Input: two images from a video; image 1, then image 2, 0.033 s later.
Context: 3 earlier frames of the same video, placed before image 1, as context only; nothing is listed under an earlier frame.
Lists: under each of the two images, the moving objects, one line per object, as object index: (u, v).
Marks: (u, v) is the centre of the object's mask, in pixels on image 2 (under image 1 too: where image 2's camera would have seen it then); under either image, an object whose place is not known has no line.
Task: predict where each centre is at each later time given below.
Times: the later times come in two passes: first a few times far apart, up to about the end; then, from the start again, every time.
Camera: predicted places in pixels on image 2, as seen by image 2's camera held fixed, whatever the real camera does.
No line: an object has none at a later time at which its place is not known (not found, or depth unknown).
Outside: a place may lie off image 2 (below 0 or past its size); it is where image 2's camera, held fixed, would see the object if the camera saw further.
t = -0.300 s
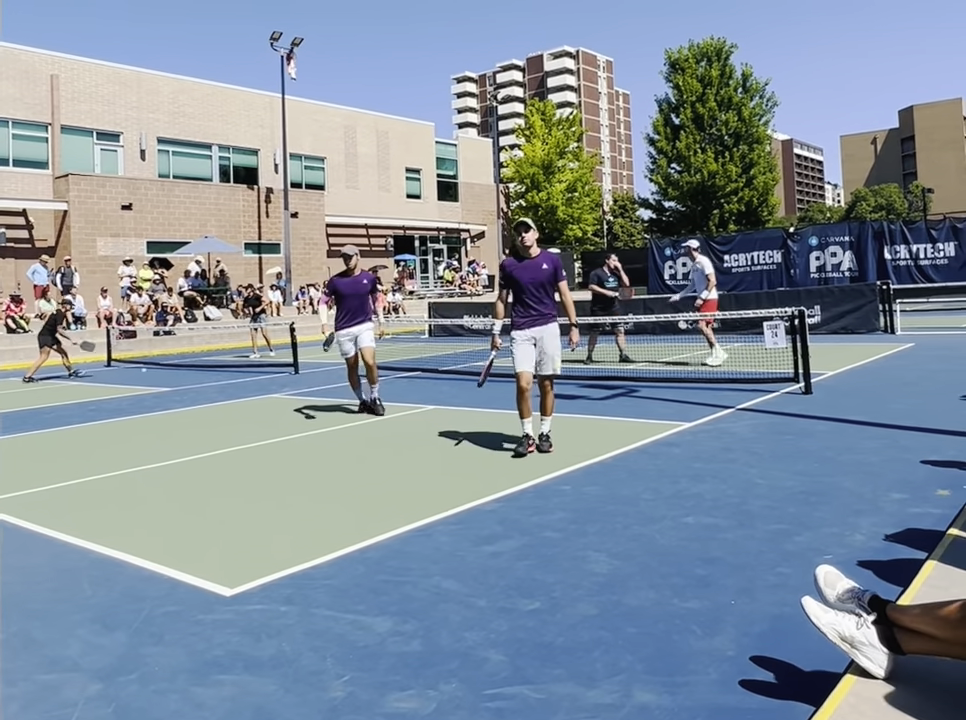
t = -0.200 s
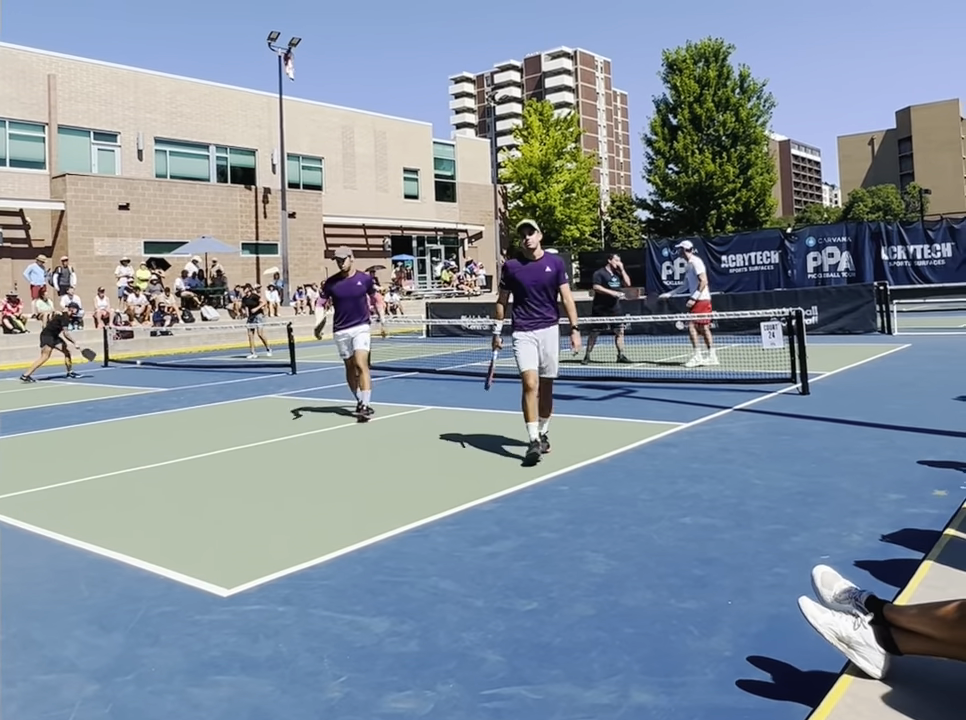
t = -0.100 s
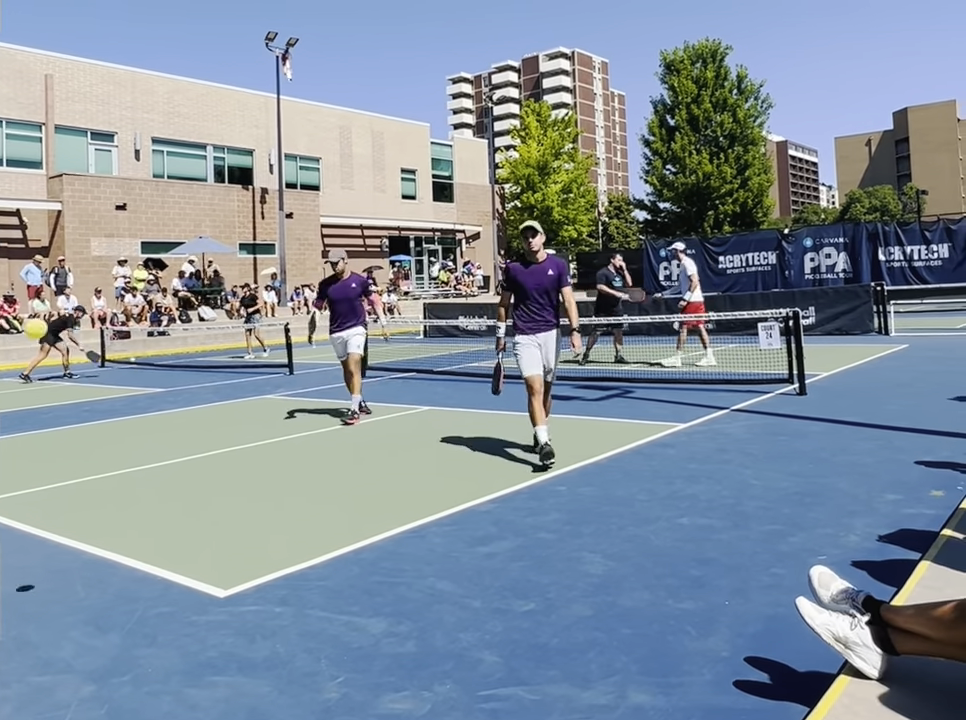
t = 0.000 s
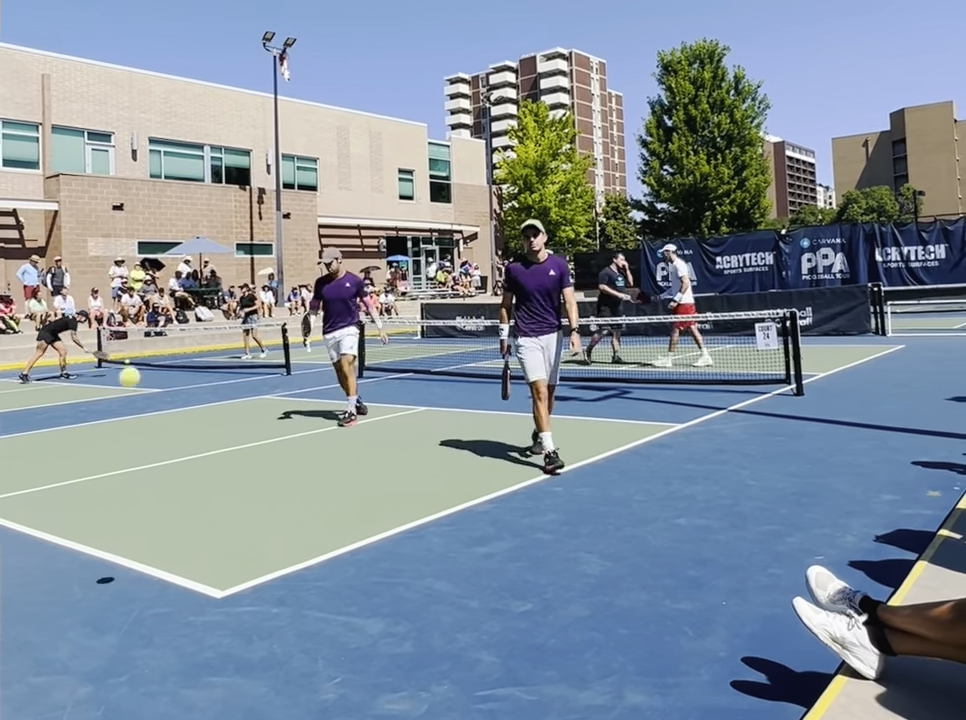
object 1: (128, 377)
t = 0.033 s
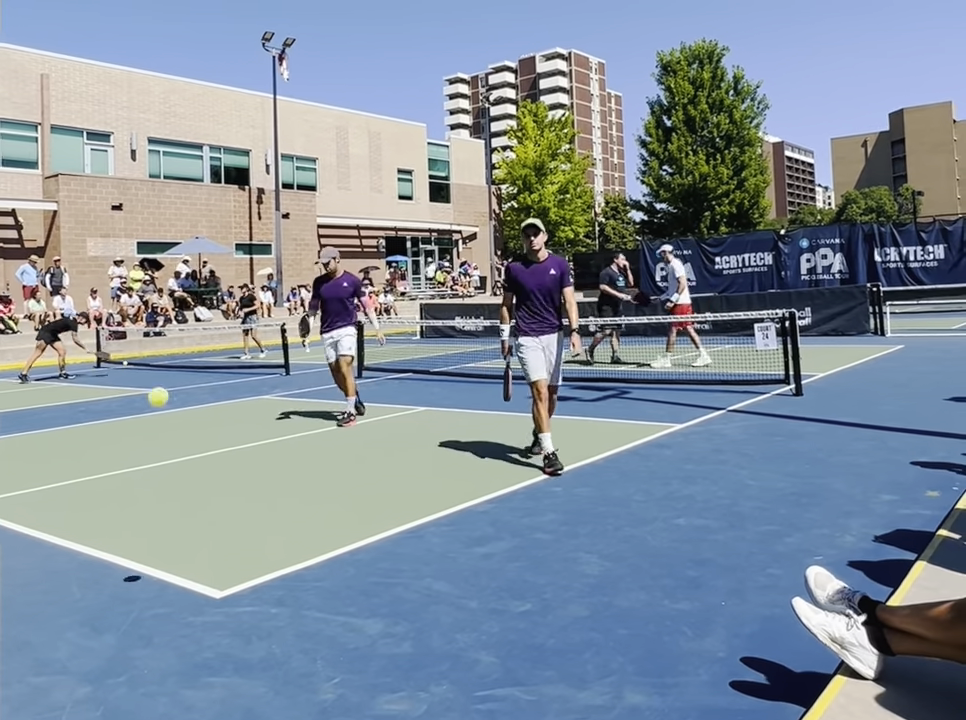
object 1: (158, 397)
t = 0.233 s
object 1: (315, 550)
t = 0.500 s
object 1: (386, 454)
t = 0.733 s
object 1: (442, 463)
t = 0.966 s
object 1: (497, 547)
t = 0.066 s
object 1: (186, 418)
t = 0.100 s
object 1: (214, 441)
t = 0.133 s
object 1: (241, 466)
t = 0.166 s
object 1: (267, 492)
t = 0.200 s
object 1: (291, 520)
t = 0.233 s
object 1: (315, 550)
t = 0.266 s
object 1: (335, 569)
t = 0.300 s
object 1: (343, 544)
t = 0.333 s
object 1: (350, 522)
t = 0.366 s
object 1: (357, 503)
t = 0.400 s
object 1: (365, 487)
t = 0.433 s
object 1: (372, 474)
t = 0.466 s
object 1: (379, 463)
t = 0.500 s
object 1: (386, 454)
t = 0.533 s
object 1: (394, 448)
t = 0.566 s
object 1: (402, 444)
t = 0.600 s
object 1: (409, 443)
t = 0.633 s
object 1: (417, 444)
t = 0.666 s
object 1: (425, 448)
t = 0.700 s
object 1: (434, 454)
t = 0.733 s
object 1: (442, 463)
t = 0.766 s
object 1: (450, 473)
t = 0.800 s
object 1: (458, 487)
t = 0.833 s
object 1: (466, 503)
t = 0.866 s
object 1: (474, 522)
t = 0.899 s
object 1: (482, 543)
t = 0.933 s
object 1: (490, 565)
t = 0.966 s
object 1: (497, 547)
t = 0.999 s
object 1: (505, 533)
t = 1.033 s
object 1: (512, 521)
